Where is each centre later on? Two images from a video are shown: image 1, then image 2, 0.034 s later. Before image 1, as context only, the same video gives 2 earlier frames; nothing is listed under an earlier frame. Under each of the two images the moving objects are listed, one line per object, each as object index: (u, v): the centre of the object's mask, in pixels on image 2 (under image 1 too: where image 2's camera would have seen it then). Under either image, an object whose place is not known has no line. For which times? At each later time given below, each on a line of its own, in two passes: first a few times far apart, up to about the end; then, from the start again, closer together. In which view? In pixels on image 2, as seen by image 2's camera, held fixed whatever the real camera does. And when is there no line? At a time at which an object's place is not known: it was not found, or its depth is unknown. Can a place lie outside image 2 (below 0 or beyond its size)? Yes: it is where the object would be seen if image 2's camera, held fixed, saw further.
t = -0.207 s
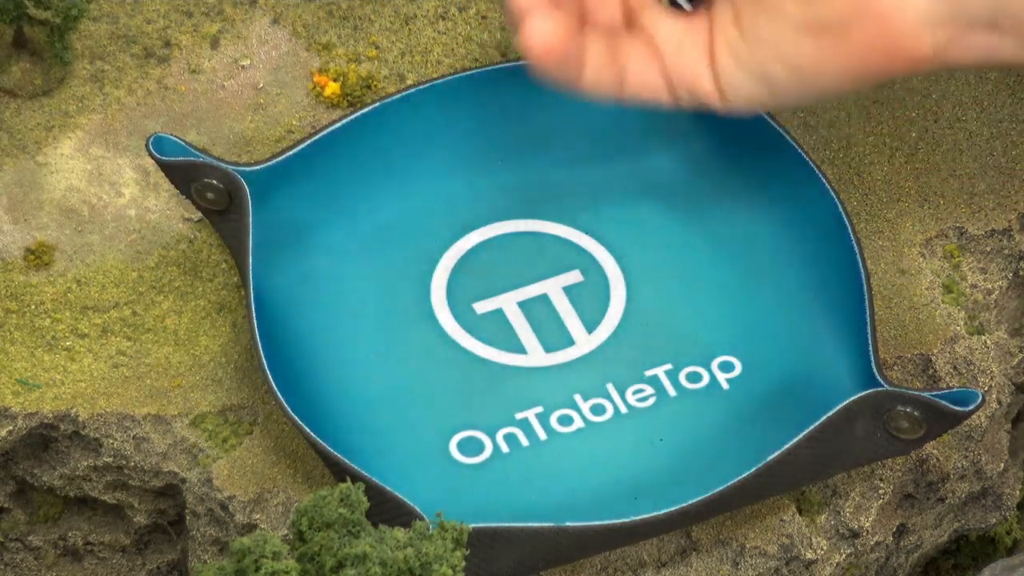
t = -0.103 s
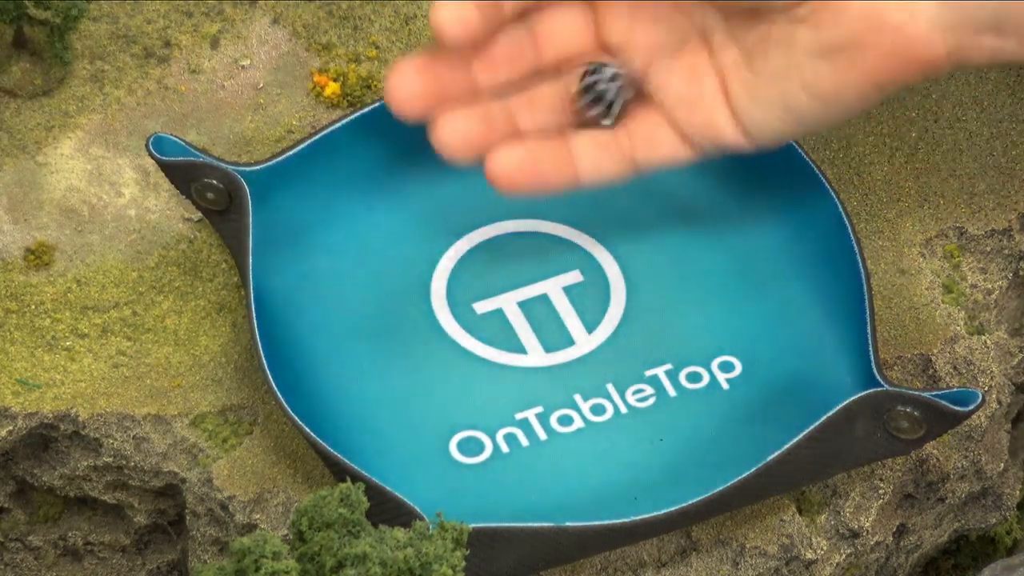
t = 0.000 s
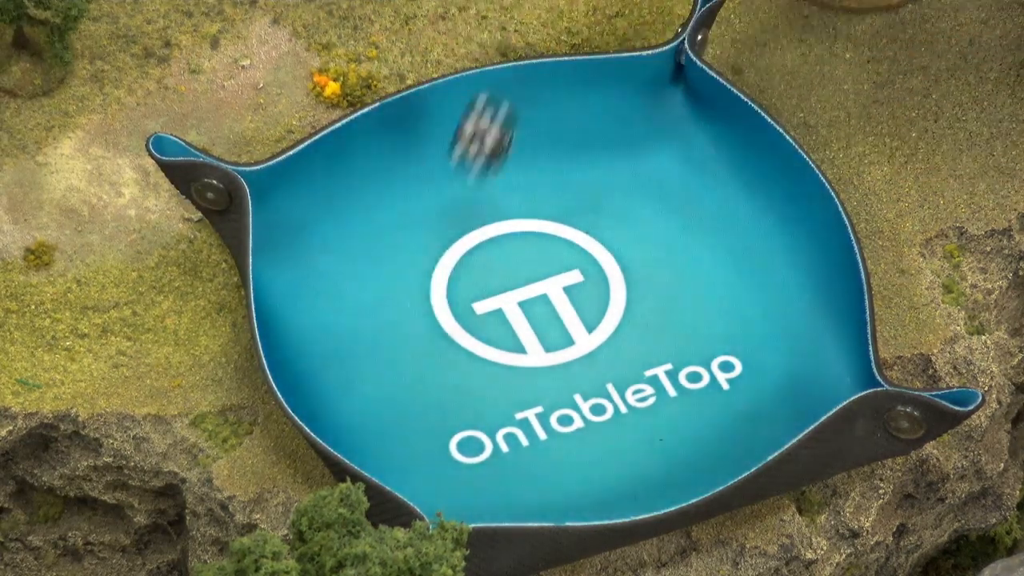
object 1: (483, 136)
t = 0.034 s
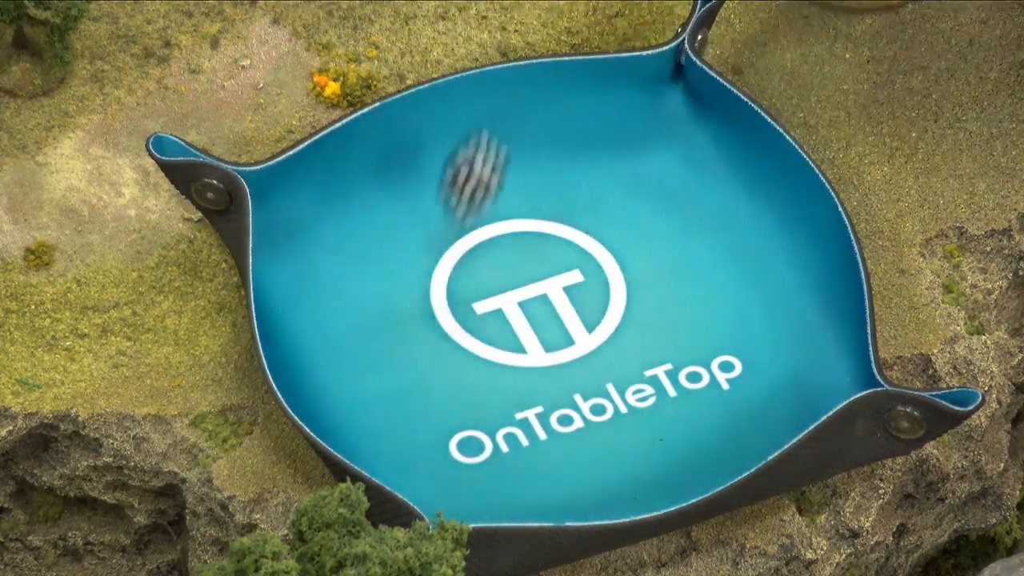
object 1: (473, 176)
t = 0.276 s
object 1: (312, 371)
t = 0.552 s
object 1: (447, 394)
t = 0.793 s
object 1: (497, 379)
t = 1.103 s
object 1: (477, 369)
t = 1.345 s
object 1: (477, 370)
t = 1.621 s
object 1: (478, 369)
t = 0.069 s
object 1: (447, 249)
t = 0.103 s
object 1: (424, 242)
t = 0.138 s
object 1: (412, 251)
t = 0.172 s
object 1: (386, 302)
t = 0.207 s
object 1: (355, 343)
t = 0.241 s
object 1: (331, 352)
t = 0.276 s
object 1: (312, 371)
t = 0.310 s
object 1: (330, 385)
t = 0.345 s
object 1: (345, 390)
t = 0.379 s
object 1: (381, 396)
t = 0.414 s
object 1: (409, 394)
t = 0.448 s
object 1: (419, 394)
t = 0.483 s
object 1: (431, 392)
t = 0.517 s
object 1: (442, 393)
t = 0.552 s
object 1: (447, 394)
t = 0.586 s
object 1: (459, 398)
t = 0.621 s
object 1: (469, 400)
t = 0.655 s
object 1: (476, 400)
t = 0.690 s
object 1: (485, 398)
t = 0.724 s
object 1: (495, 391)
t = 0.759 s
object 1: (497, 387)
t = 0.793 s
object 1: (497, 379)
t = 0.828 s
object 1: (489, 373)
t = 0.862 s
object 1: (484, 372)
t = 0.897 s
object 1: (478, 370)
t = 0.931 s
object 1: (478, 369)
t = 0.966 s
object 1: (477, 369)
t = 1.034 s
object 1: (477, 369)
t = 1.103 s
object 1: (477, 369)
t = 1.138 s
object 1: (477, 369)
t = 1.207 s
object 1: (478, 369)
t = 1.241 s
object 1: (477, 369)
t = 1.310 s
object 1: (478, 369)
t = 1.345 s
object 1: (477, 370)
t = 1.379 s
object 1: (478, 369)
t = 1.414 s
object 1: (478, 369)
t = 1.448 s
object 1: (478, 369)
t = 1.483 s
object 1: (478, 369)
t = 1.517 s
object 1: (478, 369)
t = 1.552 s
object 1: (477, 369)
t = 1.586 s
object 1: (478, 369)
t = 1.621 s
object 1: (478, 369)
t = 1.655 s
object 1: (478, 369)
